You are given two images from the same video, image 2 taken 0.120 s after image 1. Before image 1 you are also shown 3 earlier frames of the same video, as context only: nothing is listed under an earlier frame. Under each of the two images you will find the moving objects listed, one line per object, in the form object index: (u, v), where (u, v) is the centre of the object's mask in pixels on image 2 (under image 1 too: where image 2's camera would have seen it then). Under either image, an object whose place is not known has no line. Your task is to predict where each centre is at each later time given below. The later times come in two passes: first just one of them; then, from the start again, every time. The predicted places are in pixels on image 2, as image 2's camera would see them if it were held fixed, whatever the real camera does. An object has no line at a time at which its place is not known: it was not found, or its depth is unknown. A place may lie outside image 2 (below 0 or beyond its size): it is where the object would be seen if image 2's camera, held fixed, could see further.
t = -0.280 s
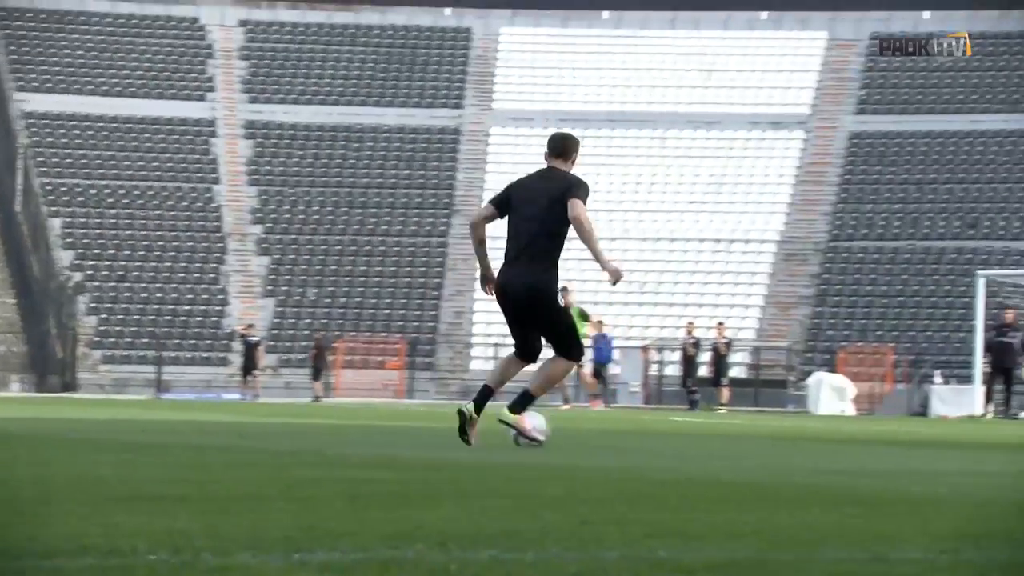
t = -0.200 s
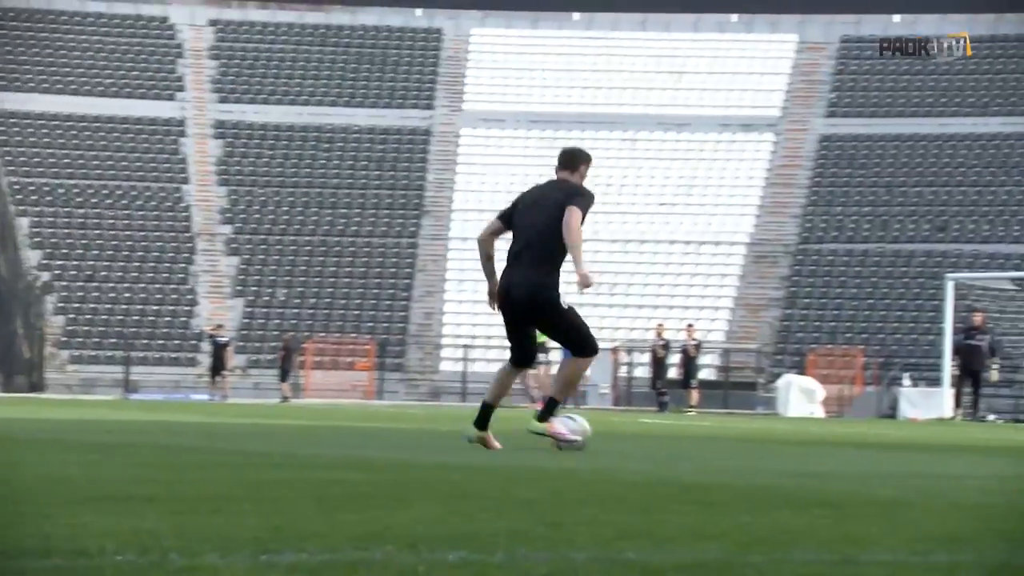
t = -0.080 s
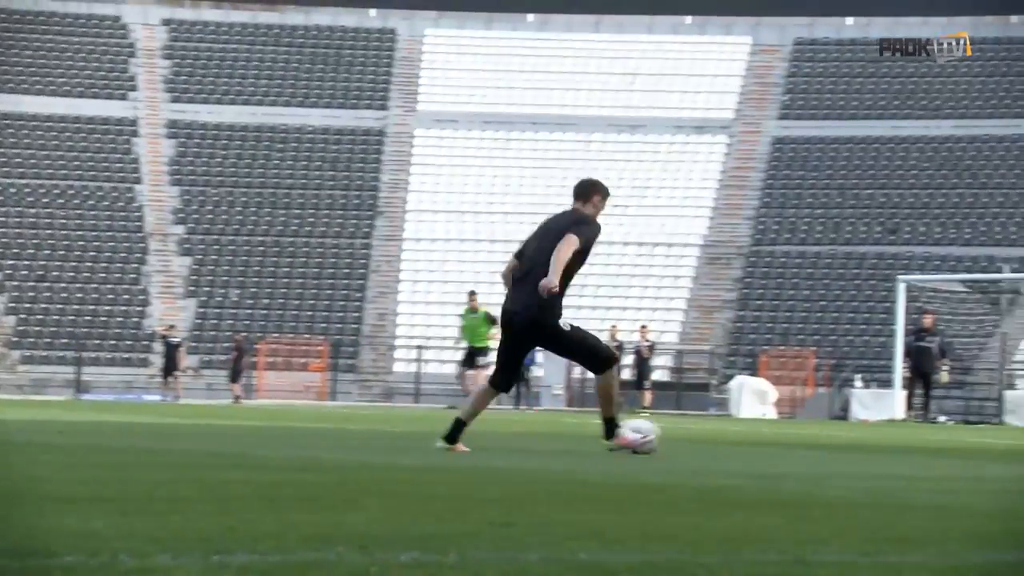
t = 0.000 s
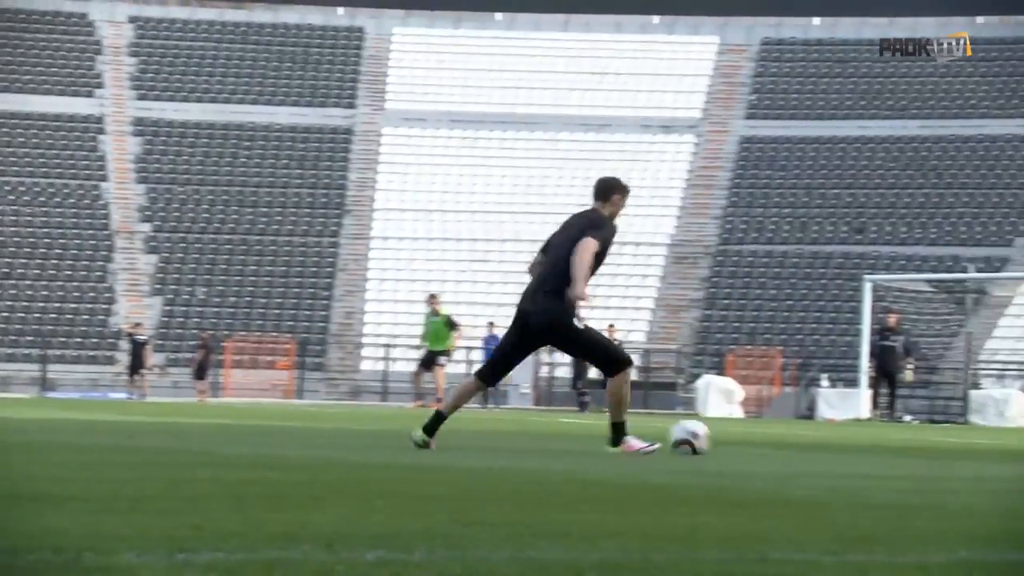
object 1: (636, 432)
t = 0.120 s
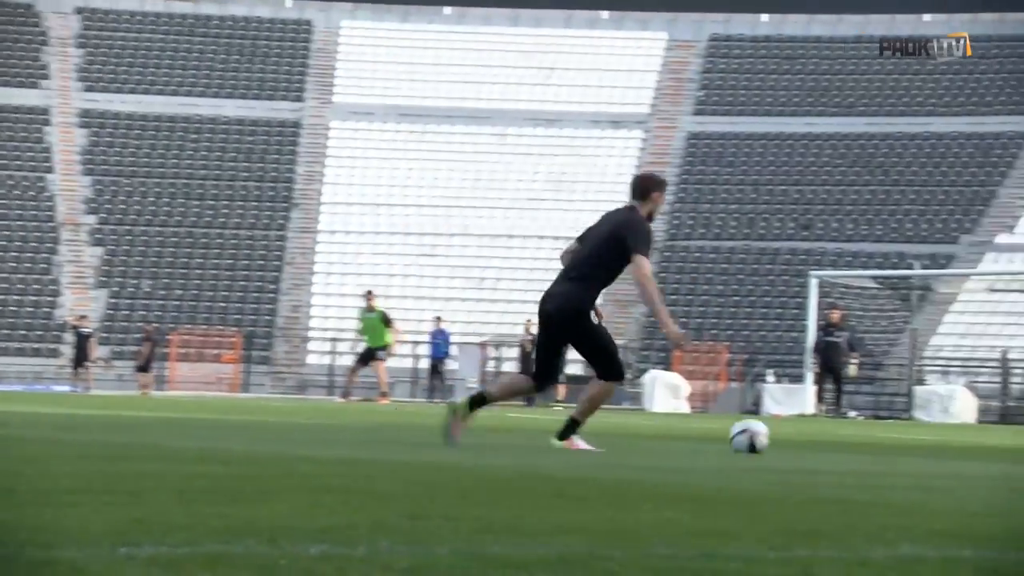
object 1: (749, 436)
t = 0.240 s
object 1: (852, 440)
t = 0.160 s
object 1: (785, 437)
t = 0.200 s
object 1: (819, 438)
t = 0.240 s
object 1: (852, 440)
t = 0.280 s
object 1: (884, 442)
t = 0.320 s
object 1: (915, 442)
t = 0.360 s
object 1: (946, 444)
